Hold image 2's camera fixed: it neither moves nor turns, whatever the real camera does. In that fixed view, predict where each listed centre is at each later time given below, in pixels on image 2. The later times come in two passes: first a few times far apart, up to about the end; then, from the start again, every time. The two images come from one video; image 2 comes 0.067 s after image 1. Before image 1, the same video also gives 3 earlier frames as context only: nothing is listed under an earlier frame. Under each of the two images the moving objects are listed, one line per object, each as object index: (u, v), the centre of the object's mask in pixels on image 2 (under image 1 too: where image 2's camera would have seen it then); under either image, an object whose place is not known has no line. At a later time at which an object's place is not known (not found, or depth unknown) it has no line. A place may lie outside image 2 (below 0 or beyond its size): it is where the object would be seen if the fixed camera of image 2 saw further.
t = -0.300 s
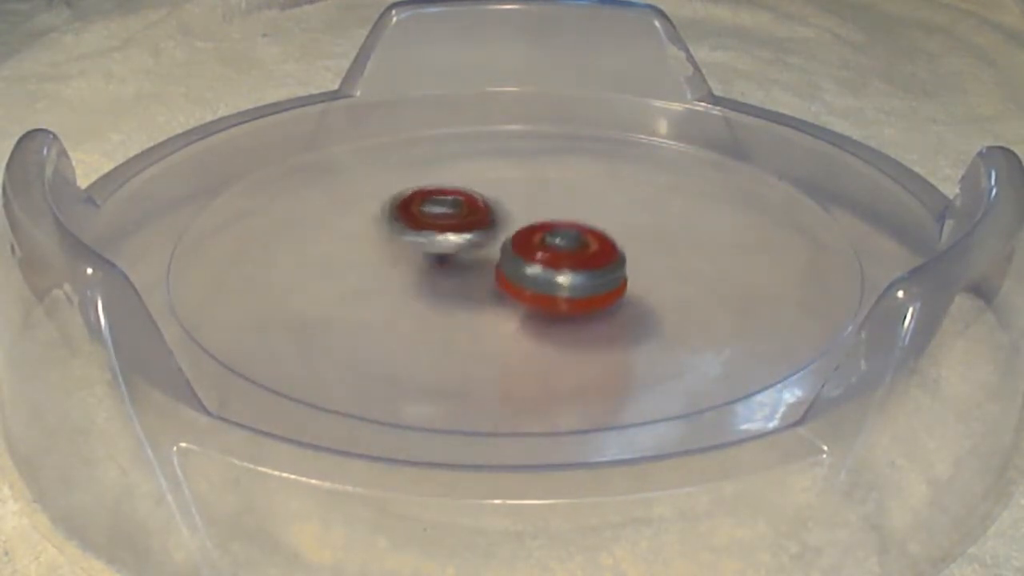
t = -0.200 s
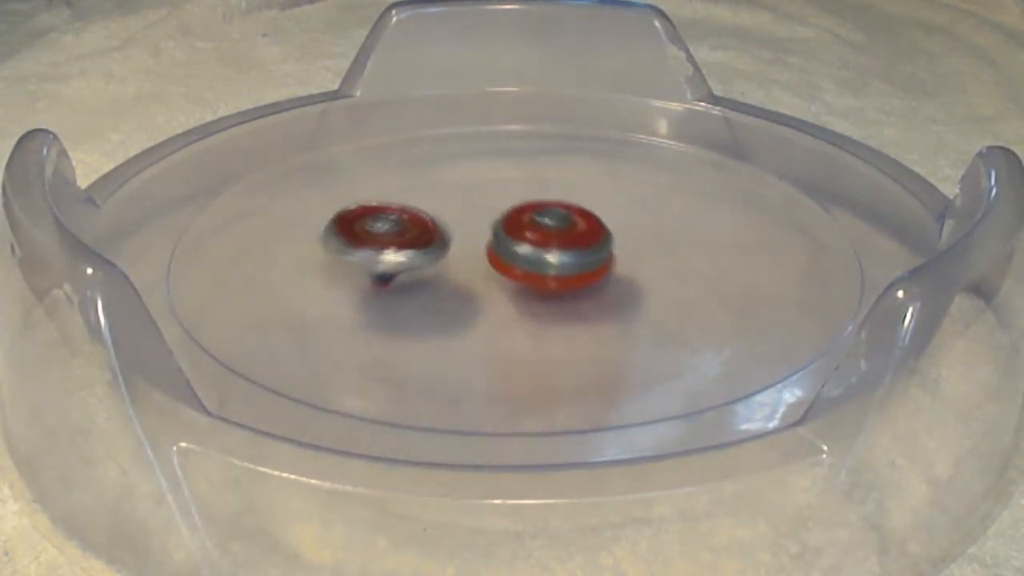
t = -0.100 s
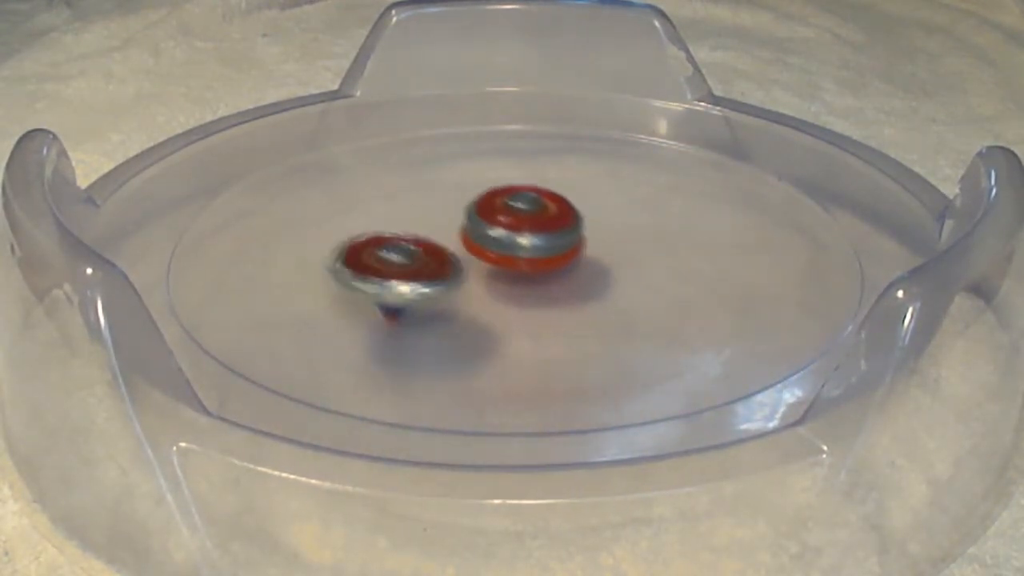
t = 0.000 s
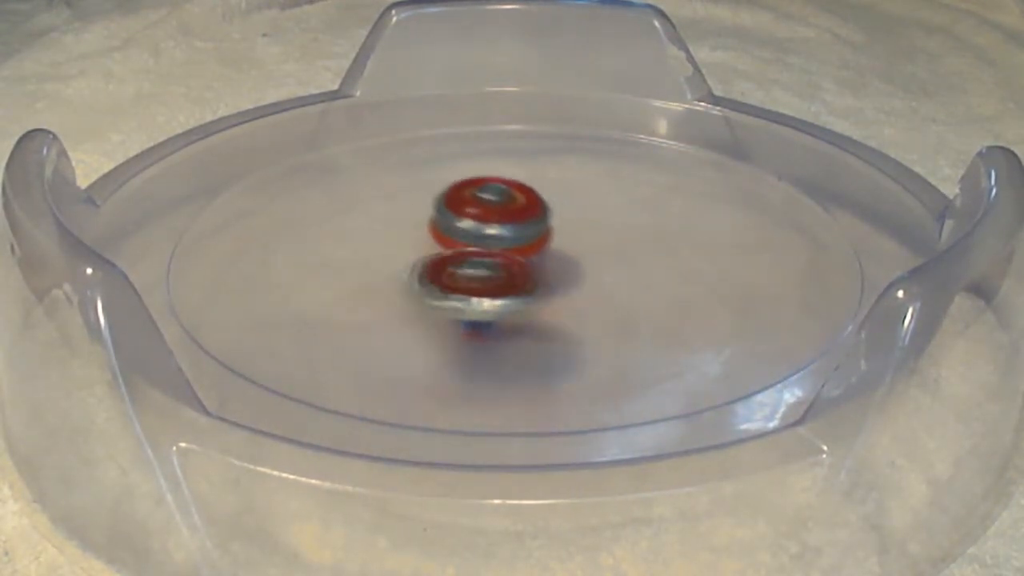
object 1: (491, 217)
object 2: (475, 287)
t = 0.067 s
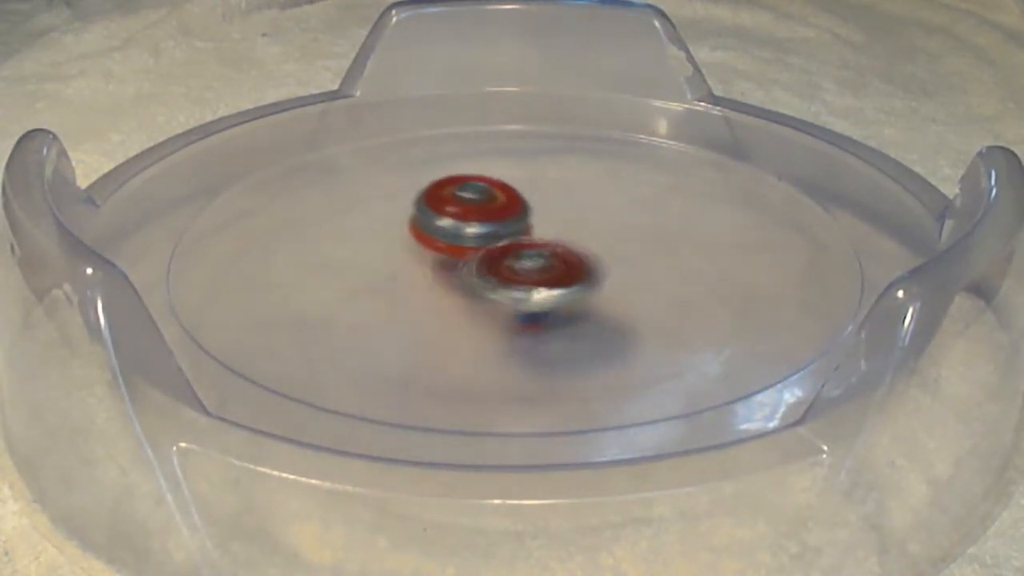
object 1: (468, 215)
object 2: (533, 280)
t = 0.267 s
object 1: (433, 230)
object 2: (555, 211)
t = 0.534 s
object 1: (413, 268)
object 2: (495, 197)
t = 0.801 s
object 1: (496, 292)
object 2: (605, 238)
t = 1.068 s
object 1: (549, 276)
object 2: (630, 217)
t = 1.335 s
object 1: (501, 285)
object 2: (554, 207)
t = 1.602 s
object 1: (485, 311)
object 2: (557, 243)
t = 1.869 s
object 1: (506, 304)
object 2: (586, 248)
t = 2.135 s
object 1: (452, 284)
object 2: (549, 235)
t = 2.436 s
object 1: (396, 278)
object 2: (517, 239)
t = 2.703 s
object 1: (373, 268)
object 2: (600, 245)
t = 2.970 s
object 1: (407, 254)
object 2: (560, 240)
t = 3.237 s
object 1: (370, 228)
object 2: (648, 262)
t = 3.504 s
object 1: (423, 233)
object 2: (612, 265)
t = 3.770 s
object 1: (488, 200)
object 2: (509, 289)
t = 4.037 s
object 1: (500, 189)
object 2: (422, 285)
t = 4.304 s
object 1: (543, 217)
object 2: (428, 255)
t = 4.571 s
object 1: (644, 240)
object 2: (466, 229)
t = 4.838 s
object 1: (691, 240)
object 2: (514, 232)
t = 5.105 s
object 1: (659, 265)
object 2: (460, 253)
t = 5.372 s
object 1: (558, 304)
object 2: (453, 250)
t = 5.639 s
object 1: (472, 322)
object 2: (507, 250)
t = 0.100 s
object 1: (459, 217)
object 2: (552, 270)
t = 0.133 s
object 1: (453, 220)
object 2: (565, 260)
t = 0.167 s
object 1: (448, 223)
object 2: (571, 246)
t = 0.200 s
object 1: (444, 226)
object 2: (570, 232)
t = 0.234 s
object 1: (438, 228)
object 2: (565, 221)
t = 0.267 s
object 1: (433, 230)
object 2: (555, 211)
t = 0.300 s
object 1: (418, 234)
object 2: (554, 200)
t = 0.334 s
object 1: (406, 237)
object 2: (553, 192)
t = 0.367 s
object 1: (400, 241)
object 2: (547, 184)
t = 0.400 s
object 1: (398, 247)
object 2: (537, 181)
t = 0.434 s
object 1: (399, 252)
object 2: (526, 180)
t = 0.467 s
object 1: (401, 258)
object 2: (514, 181)
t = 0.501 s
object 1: (406, 263)
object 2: (502, 188)
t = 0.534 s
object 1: (413, 268)
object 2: (495, 197)
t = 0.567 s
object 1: (422, 272)
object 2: (494, 207)
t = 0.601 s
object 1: (433, 275)
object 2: (499, 215)
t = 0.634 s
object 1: (438, 281)
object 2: (513, 223)
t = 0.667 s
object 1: (445, 285)
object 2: (530, 230)
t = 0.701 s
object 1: (456, 288)
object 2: (549, 236)
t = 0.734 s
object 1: (469, 290)
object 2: (568, 239)
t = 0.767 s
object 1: (483, 292)
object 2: (588, 239)
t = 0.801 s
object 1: (496, 292)
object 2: (605, 238)
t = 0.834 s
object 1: (508, 291)
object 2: (621, 235)
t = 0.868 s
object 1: (519, 290)
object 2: (632, 232)
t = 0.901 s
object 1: (529, 288)
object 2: (639, 229)
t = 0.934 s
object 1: (539, 285)
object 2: (641, 226)
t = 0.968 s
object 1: (548, 282)
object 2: (640, 224)
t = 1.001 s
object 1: (553, 279)
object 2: (637, 222)
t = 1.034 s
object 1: (552, 277)
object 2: (635, 220)
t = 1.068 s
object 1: (549, 276)
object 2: (630, 217)
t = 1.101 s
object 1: (547, 274)
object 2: (624, 214)
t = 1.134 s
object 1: (545, 272)
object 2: (616, 211)
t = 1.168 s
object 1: (529, 276)
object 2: (612, 205)
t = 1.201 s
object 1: (519, 279)
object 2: (607, 201)
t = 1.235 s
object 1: (512, 281)
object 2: (597, 198)
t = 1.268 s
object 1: (508, 282)
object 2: (583, 198)
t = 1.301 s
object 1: (504, 284)
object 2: (570, 201)
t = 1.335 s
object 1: (501, 285)
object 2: (554, 207)
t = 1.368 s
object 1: (498, 287)
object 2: (542, 214)
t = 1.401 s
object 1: (496, 288)
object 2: (536, 220)
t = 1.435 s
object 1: (486, 295)
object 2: (534, 226)
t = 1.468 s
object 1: (478, 300)
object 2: (538, 230)
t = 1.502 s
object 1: (476, 304)
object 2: (542, 234)
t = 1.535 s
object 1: (478, 307)
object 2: (547, 237)
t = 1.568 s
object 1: (480, 309)
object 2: (552, 240)
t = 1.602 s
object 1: (485, 311)
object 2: (557, 243)
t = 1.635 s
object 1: (489, 312)
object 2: (561, 245)
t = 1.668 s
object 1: (494, 313)
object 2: (565, 247)
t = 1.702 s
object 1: (500, 313)
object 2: (569, 248)
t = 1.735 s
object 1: (505, 311)
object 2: (573, 249)
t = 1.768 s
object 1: (509, 310)
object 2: (577, 249)
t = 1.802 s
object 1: (510, 308)
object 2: (581, 250)
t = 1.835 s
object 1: (508, 306)
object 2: (585, 250)
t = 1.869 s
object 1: (506, 304)
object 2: (586, 248)
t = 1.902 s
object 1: (504, 301)
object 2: (586, 248)
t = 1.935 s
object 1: (498, 298)
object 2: (585, 246)
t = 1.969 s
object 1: (490, 296)
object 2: (583, 242)
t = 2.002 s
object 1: (483, 293)
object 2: (579, 240)
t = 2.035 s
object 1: (477, 291)
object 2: (573, 238)
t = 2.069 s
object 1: (471, 288)
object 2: (566, 236)
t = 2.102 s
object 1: (464, 285)
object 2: (556, 236)
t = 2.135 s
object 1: (452, 284)
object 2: (549, 235)
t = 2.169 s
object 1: (436, 283)
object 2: (549, 231)
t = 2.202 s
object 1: (423, 282)
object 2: (548, 229)
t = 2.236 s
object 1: (415, 281)
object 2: (546, 227)
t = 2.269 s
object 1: (408, 280)
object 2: (542, 226)
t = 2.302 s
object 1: (403, 280)
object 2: (537, 226)
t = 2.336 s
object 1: (399, 280)
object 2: (531, 227)
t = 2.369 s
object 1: (397, 279)
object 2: (525, 230)
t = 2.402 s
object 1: (396, 278)
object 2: (521, 234)
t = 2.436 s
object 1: (396, 278)
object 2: (517, 239)
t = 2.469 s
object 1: (397, 276)
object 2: (516, 244)
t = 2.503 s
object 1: (397, 275)
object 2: (517, 247)
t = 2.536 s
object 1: (386, 273)
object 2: (533, 250)
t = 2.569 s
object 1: (380, 271)
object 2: (550, 251)
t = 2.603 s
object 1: (376, 270)
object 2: (565, 251)
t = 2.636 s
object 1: (374, 269)
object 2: (577, 250)
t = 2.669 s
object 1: (373, 269)
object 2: (590, 248)
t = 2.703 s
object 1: (373, 268)
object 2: (600, 245)
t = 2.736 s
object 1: (374, 267)
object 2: (605, 242)
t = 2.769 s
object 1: (377, 266)
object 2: (607, 238)
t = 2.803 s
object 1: (380, 264)
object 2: (606, 236)
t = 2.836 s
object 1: (384, 263)
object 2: (603, 235)
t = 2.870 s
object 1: (389, 261)
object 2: (595, 234)
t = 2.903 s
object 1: (394, 259)
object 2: (584, 234)
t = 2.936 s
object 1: (400, 257)
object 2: (571, 236)
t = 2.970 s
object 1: (407, 254)
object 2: (560, 240)
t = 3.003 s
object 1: (414, 251)
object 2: (549, 244)
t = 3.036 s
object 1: (397, 243)
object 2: (565, 249)
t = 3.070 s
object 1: (384, 236)
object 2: (585, 253)
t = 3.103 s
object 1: (378, 232)
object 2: (599, 255)
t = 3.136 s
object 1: (373, 230)
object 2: (613, 257)
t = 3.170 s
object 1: (371, 229)
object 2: (626, 260)
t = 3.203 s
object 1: (369, 228)
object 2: (639, 261)
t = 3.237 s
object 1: (370, 228)
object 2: (648, 262)
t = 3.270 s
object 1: (371, 228)
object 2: (654, 263)
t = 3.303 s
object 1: (374, 229)
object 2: (658, 263)
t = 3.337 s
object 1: (379, 229)
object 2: (659, 263)
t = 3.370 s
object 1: (385, 230)
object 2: (657, 263)
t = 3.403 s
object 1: (392, 231)
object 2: (652, 263)
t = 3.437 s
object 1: (401, 232)
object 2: (641, 264)
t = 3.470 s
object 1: (411, 233)
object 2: (628, 264)
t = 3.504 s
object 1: (423, 233)
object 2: (612, 265)
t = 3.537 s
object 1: (435, 234)
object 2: (597, 268)
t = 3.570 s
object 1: (447, 234)
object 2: (582, 269)
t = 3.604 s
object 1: (457, 231)
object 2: (563, 270)
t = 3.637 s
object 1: (466, 227)
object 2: (550, 273)
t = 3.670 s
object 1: (474, 217)
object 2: (543, 278)
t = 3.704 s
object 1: (481, 210)
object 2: (532, 283)
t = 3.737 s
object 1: (485, 205)
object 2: (521, 287)
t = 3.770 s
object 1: (488, 200)
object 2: (509, 289)
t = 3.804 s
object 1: (490, 196)
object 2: (497, 291)
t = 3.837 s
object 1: (492, 192)
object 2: (483, 292)
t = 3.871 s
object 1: (493, 189)
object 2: (470, 293)
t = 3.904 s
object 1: (494, 188)
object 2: (461, 292)
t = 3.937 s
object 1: (495, 187)
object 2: (447, 291)
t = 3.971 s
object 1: (497, 187)
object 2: (438, 290)
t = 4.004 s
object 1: (498, 188)
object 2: (430, 287)
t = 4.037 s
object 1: (500, 189)
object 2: (422, 285)
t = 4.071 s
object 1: (503, 191)
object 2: (418, 282)
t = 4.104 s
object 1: (506, 194)
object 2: (414, 279)
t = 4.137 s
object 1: (510, 197)
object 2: (414, 275)
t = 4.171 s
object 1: (515, 201)
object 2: (414, 272)
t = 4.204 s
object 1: (521, 205)
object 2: (416, 267)
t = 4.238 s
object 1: (528, 208)
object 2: (419, 263)
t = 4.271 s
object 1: (535, 213)
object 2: (422, 259)
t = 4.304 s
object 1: (543, 217)
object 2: (428, 255)
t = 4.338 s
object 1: (551, 221)
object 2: (435, 251)
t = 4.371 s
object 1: (559, 225)
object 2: (441, 248)
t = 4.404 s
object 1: (568, 229)
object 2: (446, 244)
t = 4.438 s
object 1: (579, 233)
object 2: (456, 241)
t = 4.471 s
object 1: (600, 236)
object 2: (457, 239)
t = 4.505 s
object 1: (616, 238)
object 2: (460, 234)
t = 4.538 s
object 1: (631, 239)
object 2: (464, 231)
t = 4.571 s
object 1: (644, 240)
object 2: (466, 229)
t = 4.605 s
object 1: (657, 240)
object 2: (470, 228)
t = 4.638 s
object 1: (667, 240)
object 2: (478, 227)
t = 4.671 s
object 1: (676, 239)
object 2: (482, 227)
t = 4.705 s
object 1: (683, 239)
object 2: (485, 227)
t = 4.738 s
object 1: (688, 239)
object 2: (496, 228)
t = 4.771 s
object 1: (691, 239)
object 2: (504, 228)
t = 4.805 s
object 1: (692, 239)
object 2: (508, 230)
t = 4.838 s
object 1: (691, 240)
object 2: (514, 232)
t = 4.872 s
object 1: (689, 241)
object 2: (524, 236)
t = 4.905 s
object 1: (686, 243)
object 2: (530, 239)
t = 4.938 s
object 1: (680, 245)
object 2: (532, 242)
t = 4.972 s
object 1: (674, 248)
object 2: (536, 245)
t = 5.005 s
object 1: (670, 251)
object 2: (541, 246)
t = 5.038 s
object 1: (673, 255)
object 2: (512, 239)
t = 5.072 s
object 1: (668, 260)
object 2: (482, 245)
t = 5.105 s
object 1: (659, 265)
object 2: (460, 253)
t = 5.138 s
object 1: (648, 270)
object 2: (447, 251)
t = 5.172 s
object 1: (637, 275)
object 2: (437, 253)
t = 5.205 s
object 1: (625, 280)
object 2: (437, 252)
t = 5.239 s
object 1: (612, 285)
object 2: (440, 251)
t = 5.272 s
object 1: (599, 290)
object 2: (448, 251)
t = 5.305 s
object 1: (585, 295)
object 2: (450, 251)
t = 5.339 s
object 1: (572, 300)
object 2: (452, 254)
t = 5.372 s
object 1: (558, 304)
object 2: (453, 250)
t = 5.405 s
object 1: (547, 308)
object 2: (456, 248)
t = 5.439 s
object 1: (535, 312)
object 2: (461, 247)
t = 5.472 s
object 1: (523, 315)
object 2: (467, 246)
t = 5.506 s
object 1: (511, 317)
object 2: (472, 244)
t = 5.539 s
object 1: (500, 319)
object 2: (481, 243)
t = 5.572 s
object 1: (490, 321)
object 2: (490, 245)
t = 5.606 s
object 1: (480, 322)
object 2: (499, 248)
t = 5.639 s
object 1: (472, 322)
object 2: (507, 250)
